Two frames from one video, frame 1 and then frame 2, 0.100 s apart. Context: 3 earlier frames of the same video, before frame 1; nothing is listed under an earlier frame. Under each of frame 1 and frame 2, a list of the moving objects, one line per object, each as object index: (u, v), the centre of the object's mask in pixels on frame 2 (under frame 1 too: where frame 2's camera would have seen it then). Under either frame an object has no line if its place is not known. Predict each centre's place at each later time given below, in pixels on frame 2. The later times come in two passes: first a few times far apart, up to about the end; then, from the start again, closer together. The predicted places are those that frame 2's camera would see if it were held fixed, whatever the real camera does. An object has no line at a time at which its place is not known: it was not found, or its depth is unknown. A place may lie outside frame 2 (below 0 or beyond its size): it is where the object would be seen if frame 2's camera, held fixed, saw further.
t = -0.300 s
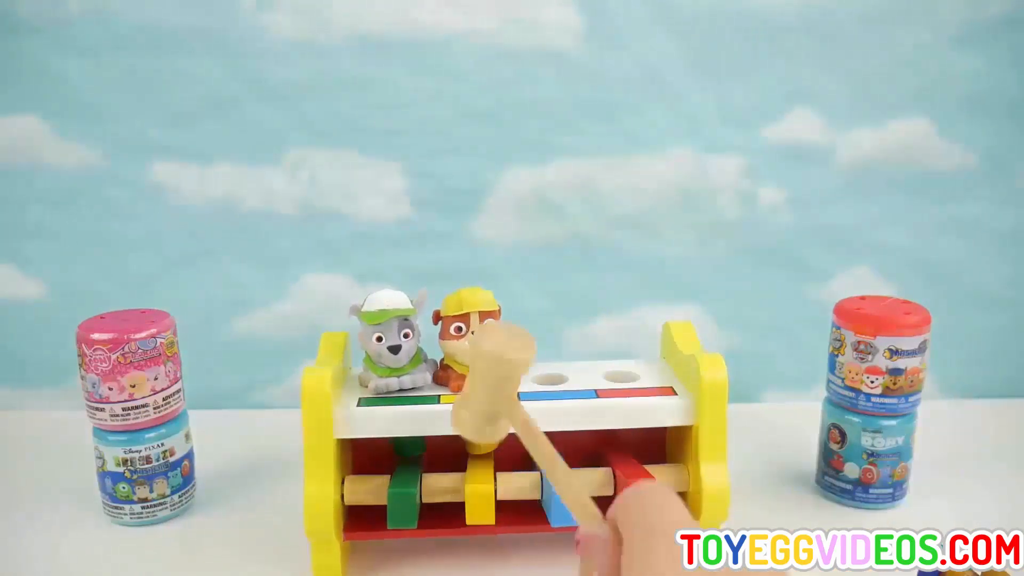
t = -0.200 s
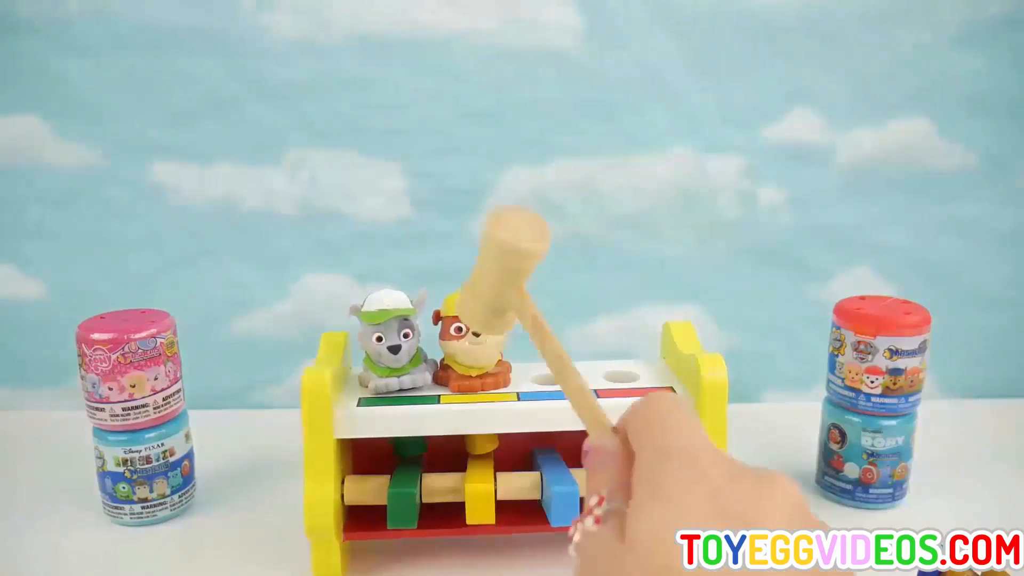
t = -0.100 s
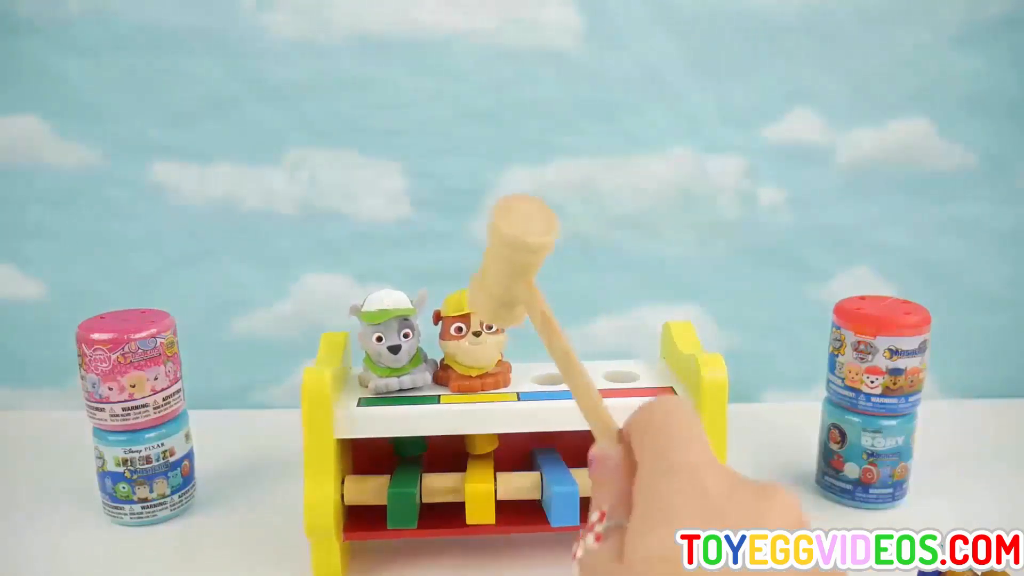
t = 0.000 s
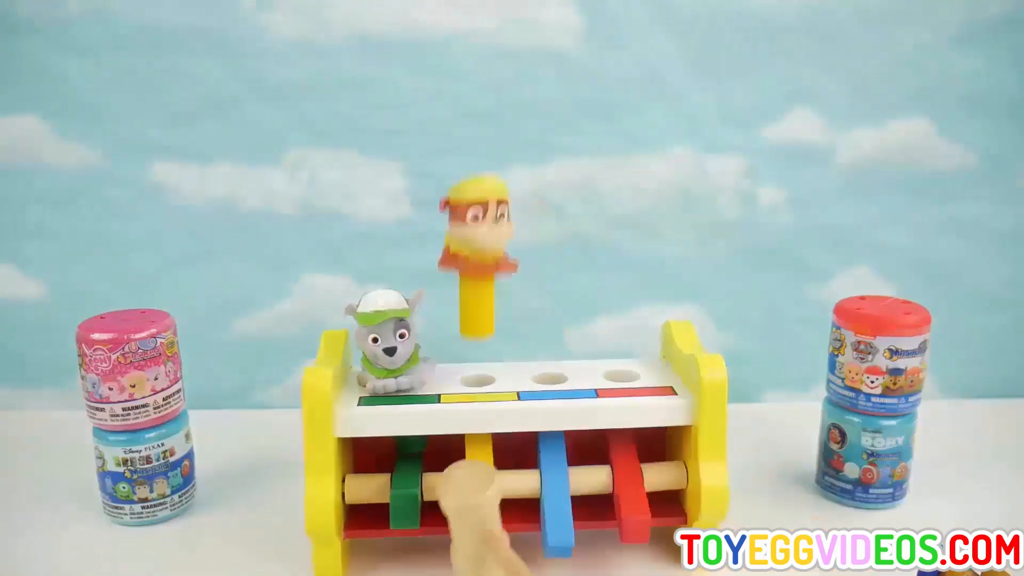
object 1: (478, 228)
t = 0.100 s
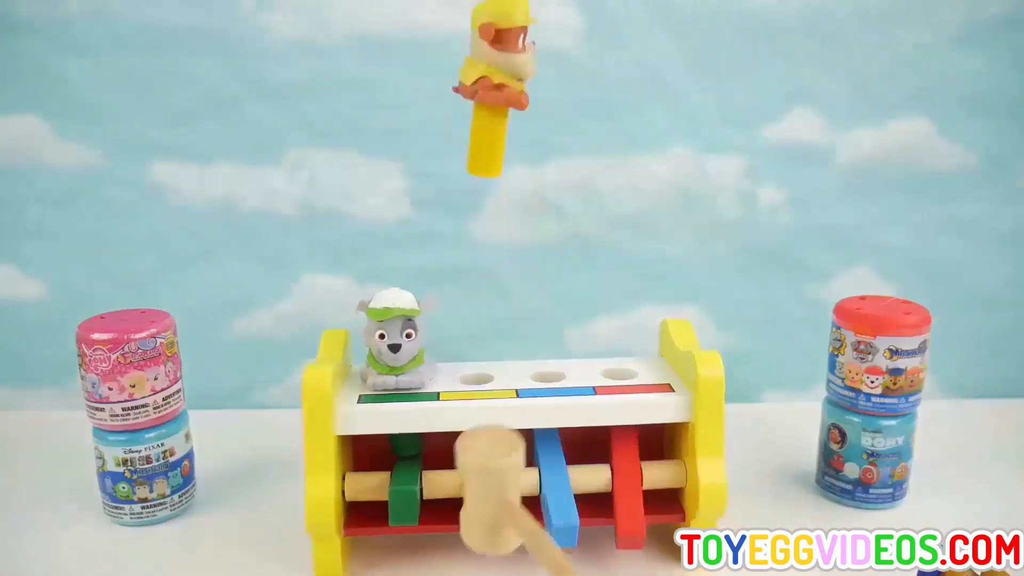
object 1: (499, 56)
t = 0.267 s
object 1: (539, 266)
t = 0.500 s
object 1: (546, 346)
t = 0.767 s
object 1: (571, 354)
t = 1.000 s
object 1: (569, 354)
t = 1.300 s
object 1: (569, 354)
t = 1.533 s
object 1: (569, 354)
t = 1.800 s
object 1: (569, 354)
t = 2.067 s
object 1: (569, 354)
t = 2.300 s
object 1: (569, 354)
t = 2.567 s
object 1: (569, 354)
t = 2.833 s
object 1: (570, 354)
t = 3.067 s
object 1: (569, 354)
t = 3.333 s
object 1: (569, 354)
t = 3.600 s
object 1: (569, 354)
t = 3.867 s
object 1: (569, 354)
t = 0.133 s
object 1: (505, 49)
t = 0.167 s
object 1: (515, 57)
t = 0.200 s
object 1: (523, 99)
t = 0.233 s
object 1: (531, 170)
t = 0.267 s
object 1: (539, 266)
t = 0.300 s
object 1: (557, 333)
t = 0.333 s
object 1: (560, 324)
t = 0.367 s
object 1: (554, 300)
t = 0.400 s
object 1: (549, 298)
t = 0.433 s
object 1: (543, 317)
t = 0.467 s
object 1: (541, 347)
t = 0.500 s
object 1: (546, 346)
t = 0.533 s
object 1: (556, 351)
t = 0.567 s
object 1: (561, 355)
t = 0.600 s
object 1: (565, 356)
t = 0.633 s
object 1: (567, 355)
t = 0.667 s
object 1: (570, 354)
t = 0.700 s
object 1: (573, 353)
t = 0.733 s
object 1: (574, 354)
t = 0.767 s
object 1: (571, 354)
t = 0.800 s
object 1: (569, 354)
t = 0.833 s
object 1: (567, 355)
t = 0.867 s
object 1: (569, 354)
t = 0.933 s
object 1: (569, 354)
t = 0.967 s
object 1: (569, 354)
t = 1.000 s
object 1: (569, 354)
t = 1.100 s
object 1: (569, 354)
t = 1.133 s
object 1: (569, 354)
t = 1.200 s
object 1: (569, 354)
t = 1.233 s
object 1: (569, 354)
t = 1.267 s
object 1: (569, 354)
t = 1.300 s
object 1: (569, 354)
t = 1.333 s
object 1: (569, 354)
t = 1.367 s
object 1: (569, 354)
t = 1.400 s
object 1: (569, 354)
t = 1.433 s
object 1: (569, 354)
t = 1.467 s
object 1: (569, 354)
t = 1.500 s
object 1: (569, 354)
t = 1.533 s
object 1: (569, 354)
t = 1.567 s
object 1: (569, 354)
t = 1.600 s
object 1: (569, 354)
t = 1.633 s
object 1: (569, 354)
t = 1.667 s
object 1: (569, 354)
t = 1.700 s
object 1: (569, 354)
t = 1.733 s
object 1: (569, 354)
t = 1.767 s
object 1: (569, 354)
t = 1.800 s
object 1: (569, 354)
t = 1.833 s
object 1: (569, 354)
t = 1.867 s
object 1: (569, 354)
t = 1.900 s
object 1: (569, 354)
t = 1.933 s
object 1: (569, 354)
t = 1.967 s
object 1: (569, 354)
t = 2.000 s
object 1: (569, 354)
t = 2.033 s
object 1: (569, 354)
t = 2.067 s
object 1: (569, 354)
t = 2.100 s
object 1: (569, 354)
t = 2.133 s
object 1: (569, 354)
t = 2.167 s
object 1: (569, 354)
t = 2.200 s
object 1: (569, 354)
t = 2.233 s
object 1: (569, 354)
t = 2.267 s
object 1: (569, 354)
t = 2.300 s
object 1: (569, 354)
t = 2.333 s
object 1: (569, 354)
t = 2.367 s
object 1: (569, 354)
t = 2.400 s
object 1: (569, 354)
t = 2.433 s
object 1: (569, 354)
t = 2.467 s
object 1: (570, 354)
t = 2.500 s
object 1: (569, 354)
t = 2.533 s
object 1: (569, 354)
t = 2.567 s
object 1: (569, 354)
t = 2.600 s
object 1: (570, 354)
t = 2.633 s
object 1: (569, 354)
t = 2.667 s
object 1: (570, 354)
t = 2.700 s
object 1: (569, 354)
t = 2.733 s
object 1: (570, 354)
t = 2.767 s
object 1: (569, 354)
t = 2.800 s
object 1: (569, 354)
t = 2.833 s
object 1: (570, 354)
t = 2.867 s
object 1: (570, 354)
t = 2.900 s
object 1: (569, 354)
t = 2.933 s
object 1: (569, 354)
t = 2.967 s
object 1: (569, 354)
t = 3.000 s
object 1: (570, 354)
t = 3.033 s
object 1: (569, 354)
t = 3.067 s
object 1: (569, 354)
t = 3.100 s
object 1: (569, 354)
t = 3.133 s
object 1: (569, 354)
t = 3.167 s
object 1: (569, 354)
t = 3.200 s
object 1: (569, 354)
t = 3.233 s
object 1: (569, 354)
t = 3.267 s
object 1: (569, 354)
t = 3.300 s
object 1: (569, 354)
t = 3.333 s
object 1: (569, 354)
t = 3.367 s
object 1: (569, 354)
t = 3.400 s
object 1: (569, 354)
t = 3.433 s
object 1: (569, 354)
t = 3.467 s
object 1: (569, 354)
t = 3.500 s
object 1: (569, 354)
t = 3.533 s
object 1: (569, 354)
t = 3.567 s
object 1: (569, 354)
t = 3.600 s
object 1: (569, 354)
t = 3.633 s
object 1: (569, 354)
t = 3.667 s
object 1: (569, 354)
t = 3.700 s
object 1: (569, 354)
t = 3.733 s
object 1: (569, 354)
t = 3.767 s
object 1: (569, 354)
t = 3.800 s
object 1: (569, 354)
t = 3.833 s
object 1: (569, 354)
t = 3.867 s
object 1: (569, 354)
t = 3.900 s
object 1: (569, 354)
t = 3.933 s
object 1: (569, 354)
